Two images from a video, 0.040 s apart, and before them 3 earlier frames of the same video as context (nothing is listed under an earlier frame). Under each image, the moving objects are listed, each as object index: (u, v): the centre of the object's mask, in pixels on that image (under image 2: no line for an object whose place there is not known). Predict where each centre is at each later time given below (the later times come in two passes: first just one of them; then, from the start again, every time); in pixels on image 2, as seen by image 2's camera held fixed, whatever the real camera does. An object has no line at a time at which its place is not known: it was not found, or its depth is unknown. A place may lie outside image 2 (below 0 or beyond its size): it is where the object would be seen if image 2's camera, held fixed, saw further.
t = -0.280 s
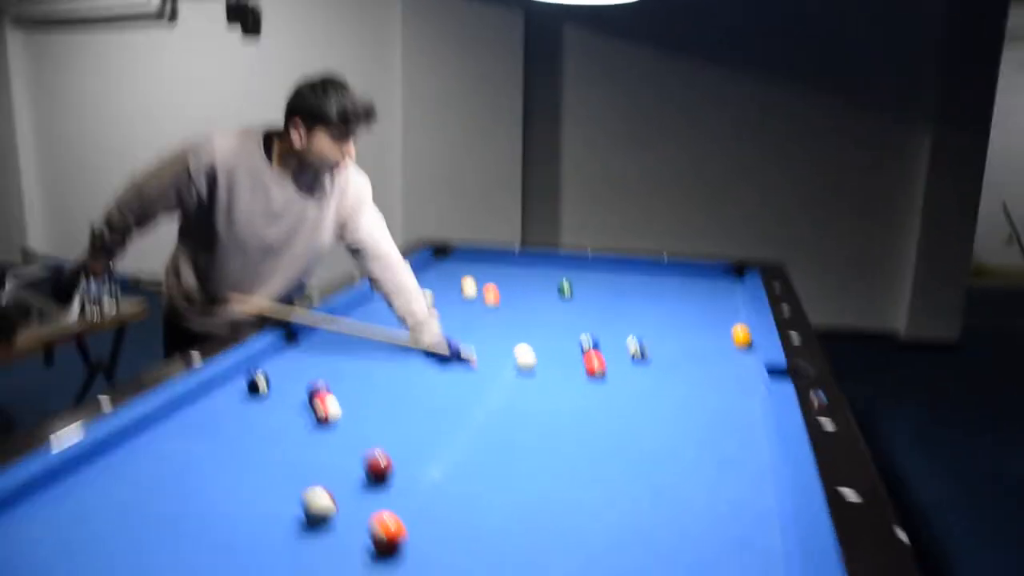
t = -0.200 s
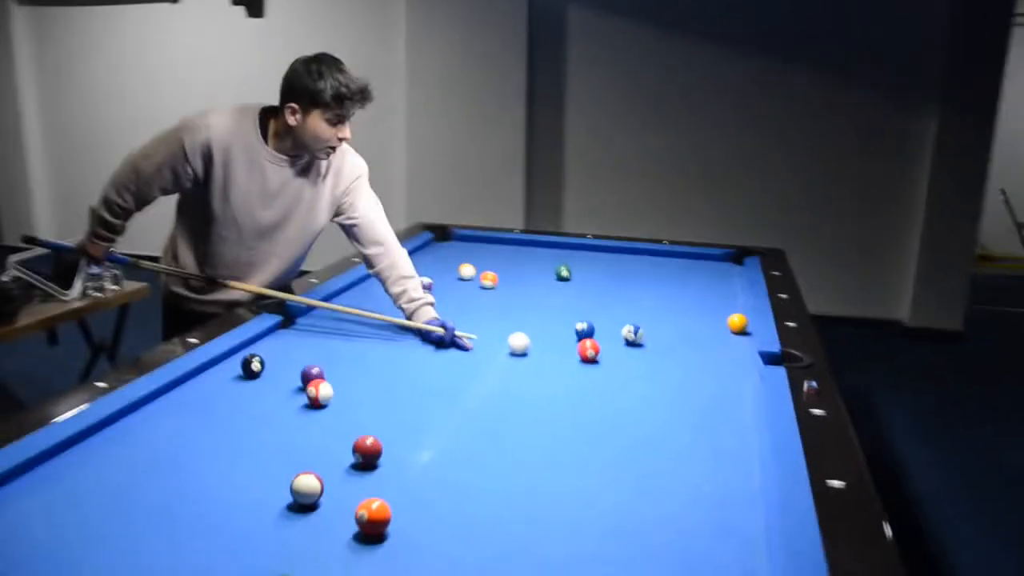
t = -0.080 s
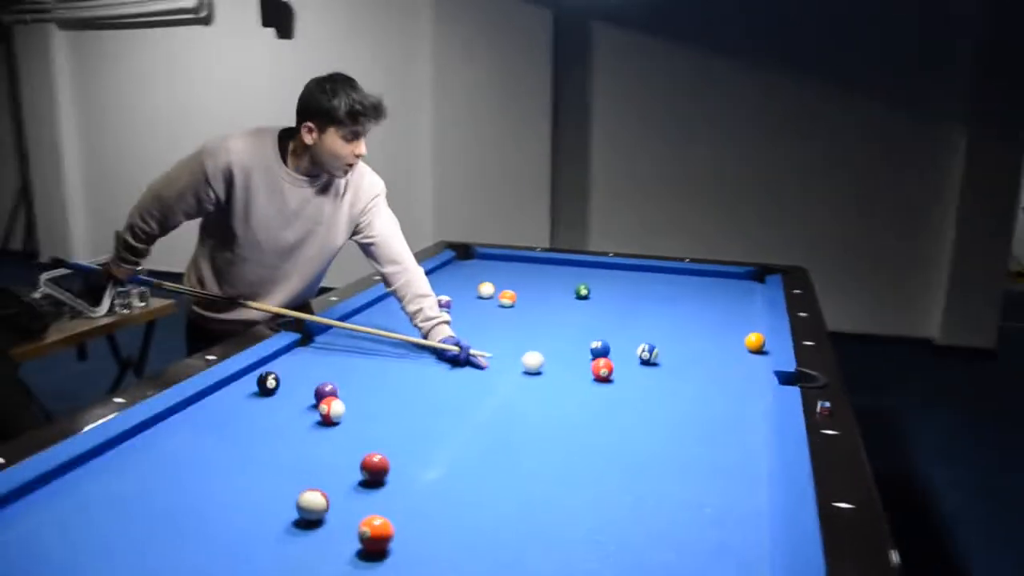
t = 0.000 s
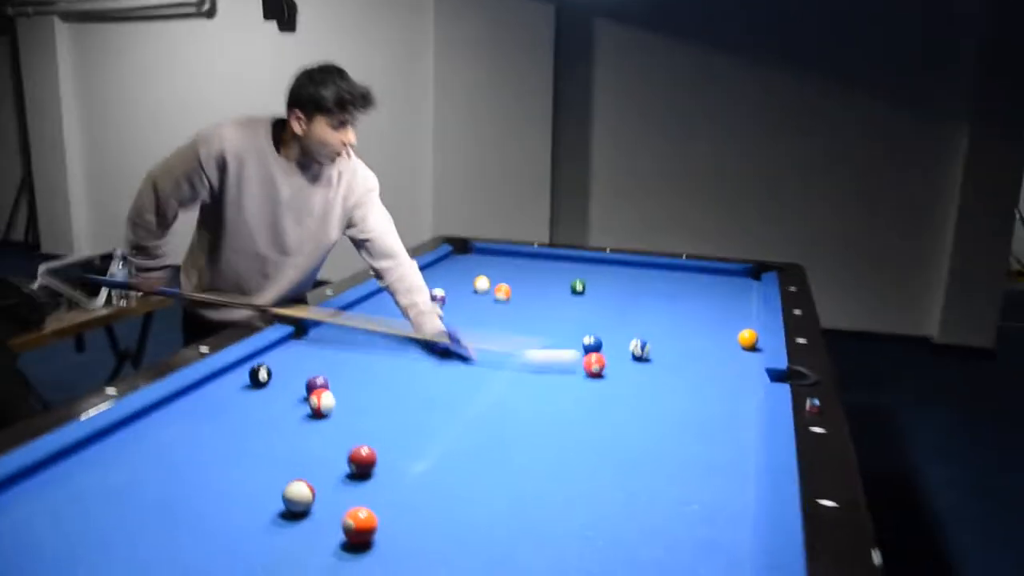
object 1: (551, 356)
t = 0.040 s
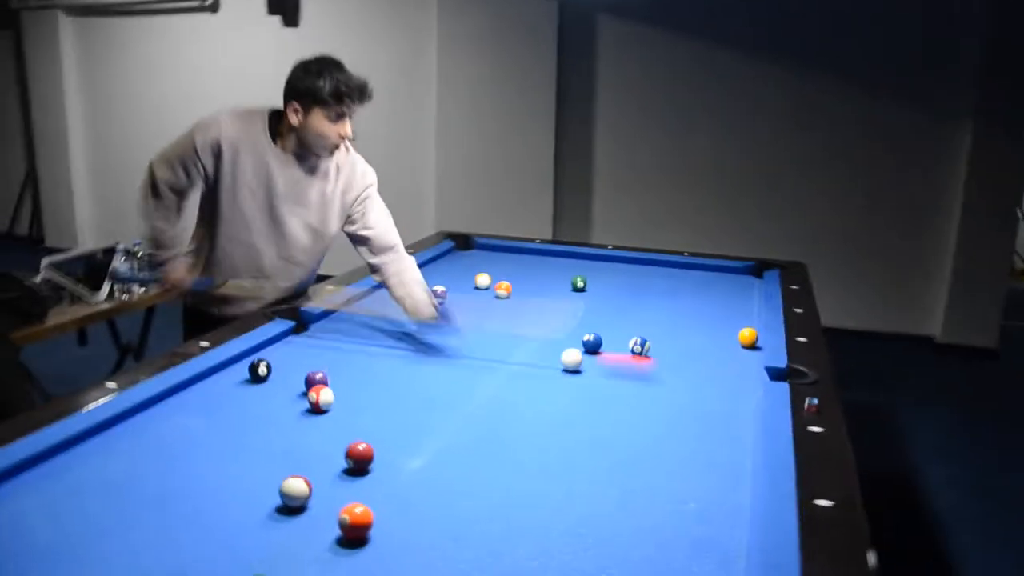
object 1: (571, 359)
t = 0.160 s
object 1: (582, 363)
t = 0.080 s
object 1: (573, 360)
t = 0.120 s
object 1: (577, 361)
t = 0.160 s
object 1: (582, 363)
